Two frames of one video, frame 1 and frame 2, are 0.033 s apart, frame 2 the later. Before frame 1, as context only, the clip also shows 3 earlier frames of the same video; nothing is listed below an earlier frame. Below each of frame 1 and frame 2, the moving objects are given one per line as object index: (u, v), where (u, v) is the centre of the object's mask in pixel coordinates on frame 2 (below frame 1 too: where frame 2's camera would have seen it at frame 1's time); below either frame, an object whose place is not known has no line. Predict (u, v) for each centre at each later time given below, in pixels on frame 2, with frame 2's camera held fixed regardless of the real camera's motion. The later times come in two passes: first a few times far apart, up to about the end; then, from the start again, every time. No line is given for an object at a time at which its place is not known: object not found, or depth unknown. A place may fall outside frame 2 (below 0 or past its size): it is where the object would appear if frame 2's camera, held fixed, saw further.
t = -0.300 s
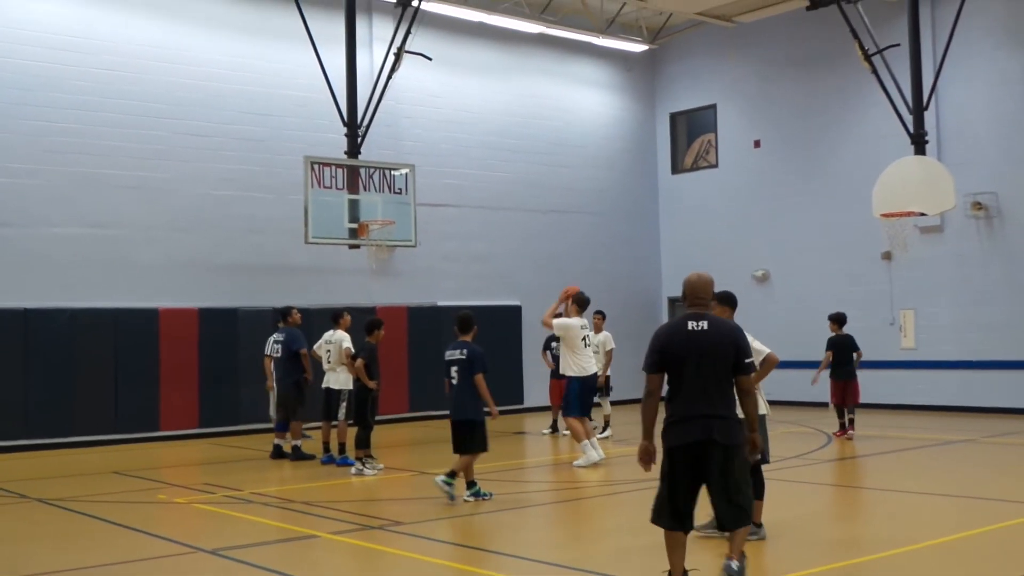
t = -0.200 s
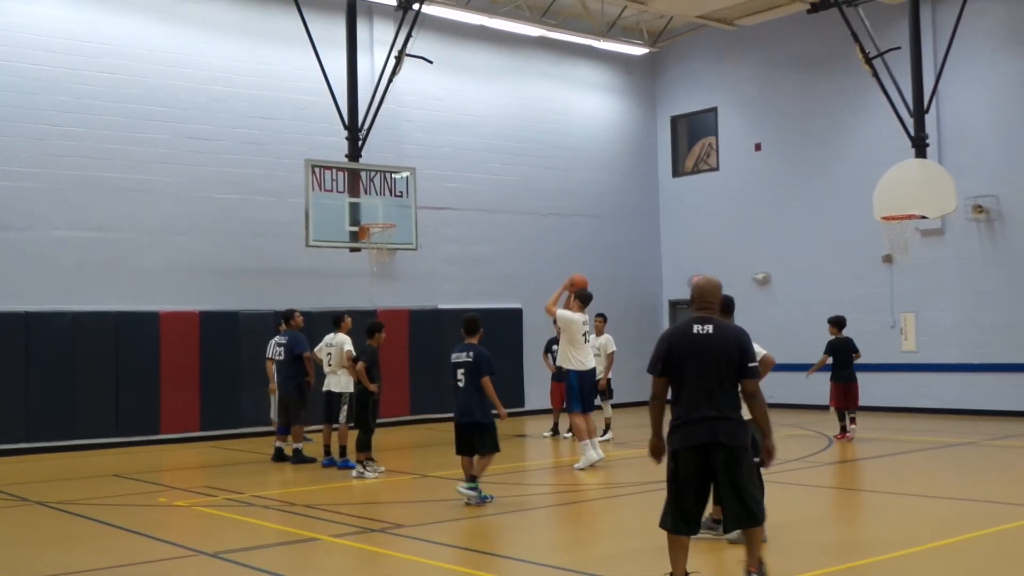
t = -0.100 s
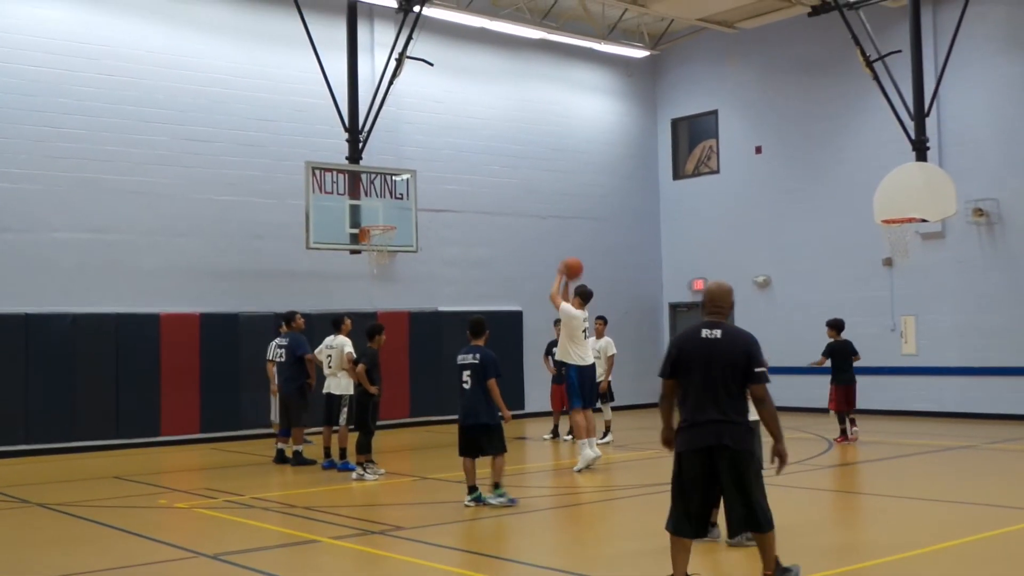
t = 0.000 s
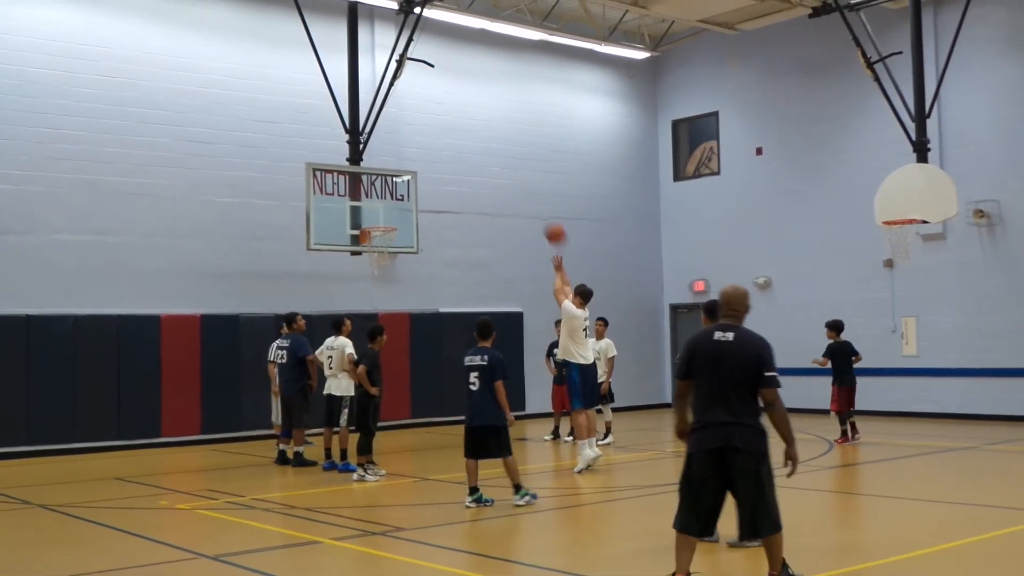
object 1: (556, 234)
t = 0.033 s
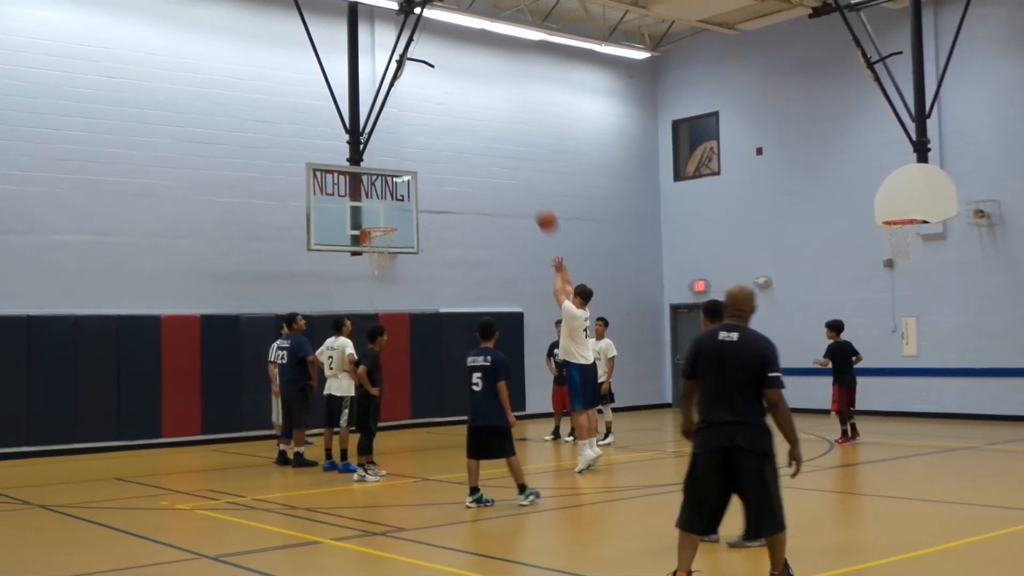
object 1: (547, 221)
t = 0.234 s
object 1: (499, 165)
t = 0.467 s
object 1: (450, 144)
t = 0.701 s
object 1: (410, 164)
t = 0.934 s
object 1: (374, 218)
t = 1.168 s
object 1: (372, 172)
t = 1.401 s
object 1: (375, 158)
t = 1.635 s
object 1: (378, 179)
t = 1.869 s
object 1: (381, 213)
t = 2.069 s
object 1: (375, 180)
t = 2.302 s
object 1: (371, 175)
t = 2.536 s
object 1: (371, 203)
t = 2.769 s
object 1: (382, 204)
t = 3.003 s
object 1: (402, 201)
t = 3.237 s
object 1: (423, 238)
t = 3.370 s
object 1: (435, 279)
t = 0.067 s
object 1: (539, 209)
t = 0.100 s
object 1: (530, 198)
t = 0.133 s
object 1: (522, 188)
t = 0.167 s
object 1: (514, 180)
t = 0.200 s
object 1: (506, 172)
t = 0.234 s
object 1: (499, 165)
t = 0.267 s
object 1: (491, 159)
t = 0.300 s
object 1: (484, 154)
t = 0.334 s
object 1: (477, 150)
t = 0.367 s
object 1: (470, 148)
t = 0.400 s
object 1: (463, 145)
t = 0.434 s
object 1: (457, 144)
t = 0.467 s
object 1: (450, 144)
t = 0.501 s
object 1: (444, 144)
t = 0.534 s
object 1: (438, 146)
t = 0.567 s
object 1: (432, 148)
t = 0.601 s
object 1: (426, 151)
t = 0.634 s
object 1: (421, 154)
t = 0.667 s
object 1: (415, 159)
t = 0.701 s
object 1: (410, 164)
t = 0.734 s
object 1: (404, 169)
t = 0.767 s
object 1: (399, 176)
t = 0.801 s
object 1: (394, 184)
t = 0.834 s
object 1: (388, 192)
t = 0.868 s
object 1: (384, 201)
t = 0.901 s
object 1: (379, 209)
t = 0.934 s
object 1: (374, 218)
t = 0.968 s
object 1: (372, 218)
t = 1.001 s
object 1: (372, 209)
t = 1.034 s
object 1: (372, 201)
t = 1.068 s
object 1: (372, 192)
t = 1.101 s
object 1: (372, 184)
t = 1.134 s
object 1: (372, 177)
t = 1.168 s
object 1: (372, 172)
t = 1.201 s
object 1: (372, 168)
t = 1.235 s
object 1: (372, 165)
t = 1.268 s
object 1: (373, 162)
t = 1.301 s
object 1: (373, 159)
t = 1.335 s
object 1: (374, 158)
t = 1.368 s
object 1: (374, 158)
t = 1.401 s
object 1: (375, 158)
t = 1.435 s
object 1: (375, 159)
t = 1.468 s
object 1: (376, 160)
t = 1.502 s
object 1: (376, 163)
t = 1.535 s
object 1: (376, 166)
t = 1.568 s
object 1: (377, 169)
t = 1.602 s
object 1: (378, 174)
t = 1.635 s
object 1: (378, 179)
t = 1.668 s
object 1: (379, 186)
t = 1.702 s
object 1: (379, 193)
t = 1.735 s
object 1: (380, 201)
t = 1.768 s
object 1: (381, 209)
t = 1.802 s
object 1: (381, 218)
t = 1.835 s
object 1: (382, 220)
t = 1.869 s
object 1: (381, 213)
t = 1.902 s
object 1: (380, 206)
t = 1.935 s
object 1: (379, 199)
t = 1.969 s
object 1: (378, 193)
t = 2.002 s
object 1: (377, 188)
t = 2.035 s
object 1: (377, 184)
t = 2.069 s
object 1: (375, 180)
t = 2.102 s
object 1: (374, 178)
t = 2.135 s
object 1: (373, 176)
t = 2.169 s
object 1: (373, 174)
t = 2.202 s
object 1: (372, 173)
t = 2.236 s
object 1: (371, 173)
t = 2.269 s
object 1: (371, 174)
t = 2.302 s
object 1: (371, 175)
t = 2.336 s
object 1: (371, 177)
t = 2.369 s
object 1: (370, 179)
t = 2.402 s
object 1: (370, 182)
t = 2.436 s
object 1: (371, 186)
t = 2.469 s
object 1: (370, 191)
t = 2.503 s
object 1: (371, 197)
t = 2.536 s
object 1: (371, 203)
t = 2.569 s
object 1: (371, 210)
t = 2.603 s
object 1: (371, 217)
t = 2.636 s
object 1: (372, 220)
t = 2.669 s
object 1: (374, 215)
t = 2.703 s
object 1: (377, 211)
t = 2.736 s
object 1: (379, 207)
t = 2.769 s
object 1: (382, 204)
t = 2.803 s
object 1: (385, 201)
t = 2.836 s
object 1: (388, 199)
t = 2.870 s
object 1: (390, 198)
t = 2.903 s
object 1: (393, 198)
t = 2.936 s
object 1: (396, 198)
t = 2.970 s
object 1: (399, 199)
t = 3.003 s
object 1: (402, 201)
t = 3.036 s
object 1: (405, 204)
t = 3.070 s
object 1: (408, 207)
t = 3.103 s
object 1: (411, 212)
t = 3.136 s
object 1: (414, 217)
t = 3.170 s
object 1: (417, 224)
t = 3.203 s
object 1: (420, 231)
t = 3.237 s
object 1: (423, 238)
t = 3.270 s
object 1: (426, 247)
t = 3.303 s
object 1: (429, 257)
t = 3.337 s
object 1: (432, 268)
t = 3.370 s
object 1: (435, 279)
